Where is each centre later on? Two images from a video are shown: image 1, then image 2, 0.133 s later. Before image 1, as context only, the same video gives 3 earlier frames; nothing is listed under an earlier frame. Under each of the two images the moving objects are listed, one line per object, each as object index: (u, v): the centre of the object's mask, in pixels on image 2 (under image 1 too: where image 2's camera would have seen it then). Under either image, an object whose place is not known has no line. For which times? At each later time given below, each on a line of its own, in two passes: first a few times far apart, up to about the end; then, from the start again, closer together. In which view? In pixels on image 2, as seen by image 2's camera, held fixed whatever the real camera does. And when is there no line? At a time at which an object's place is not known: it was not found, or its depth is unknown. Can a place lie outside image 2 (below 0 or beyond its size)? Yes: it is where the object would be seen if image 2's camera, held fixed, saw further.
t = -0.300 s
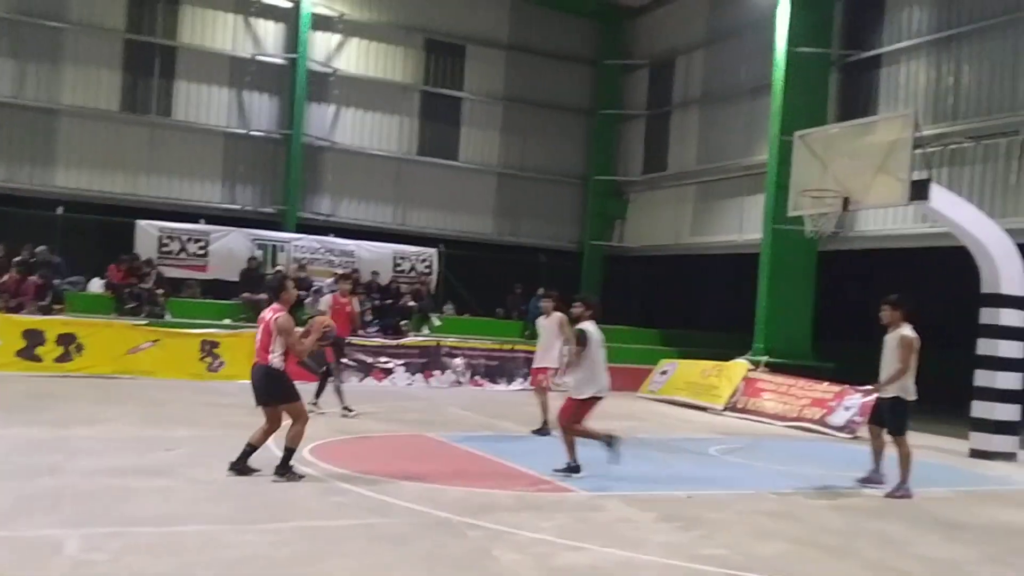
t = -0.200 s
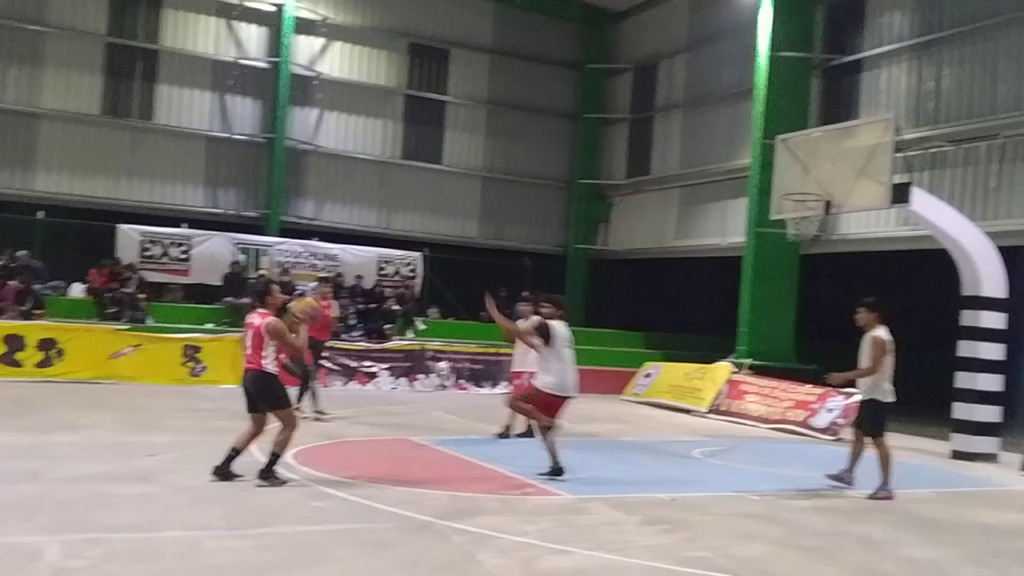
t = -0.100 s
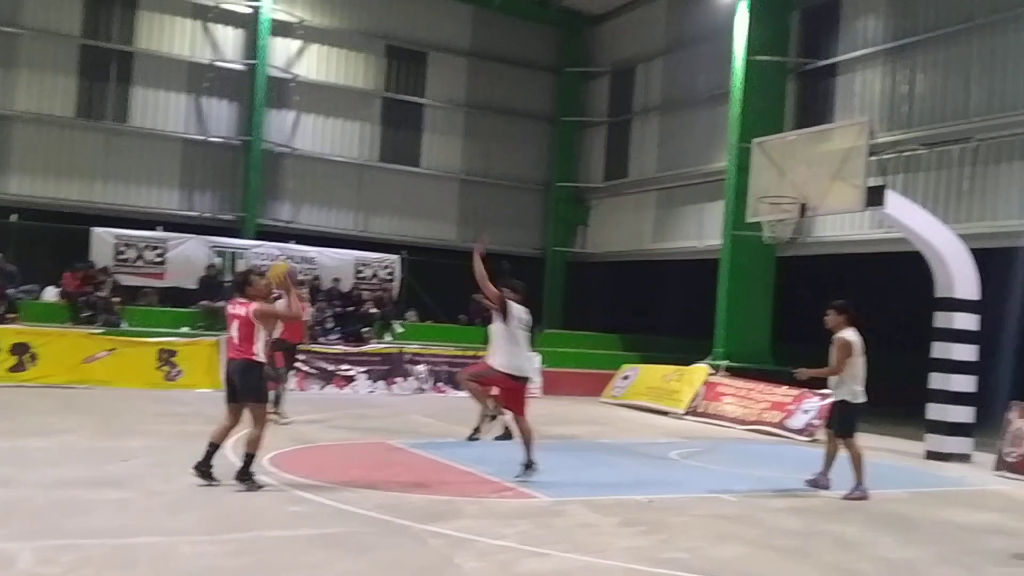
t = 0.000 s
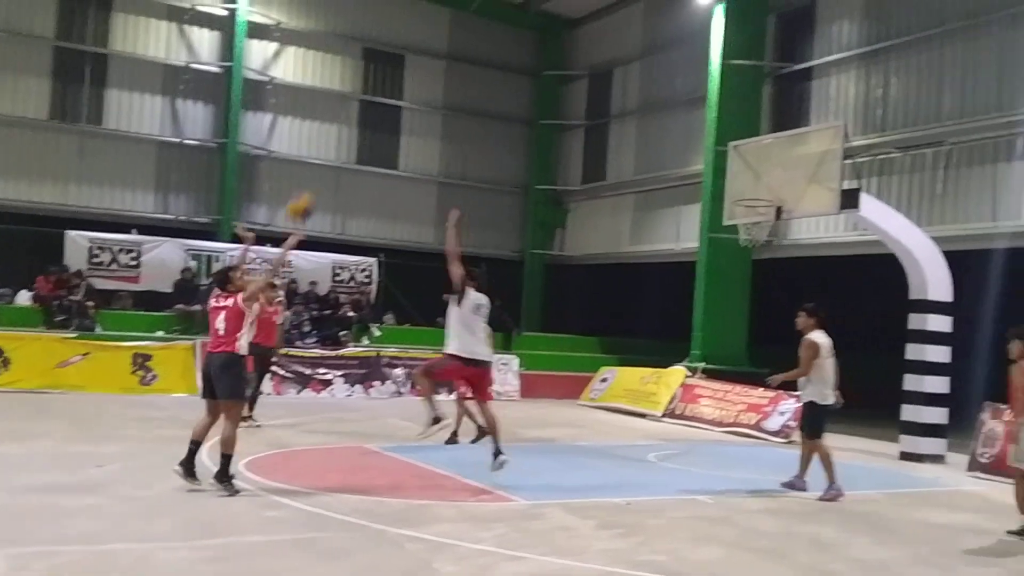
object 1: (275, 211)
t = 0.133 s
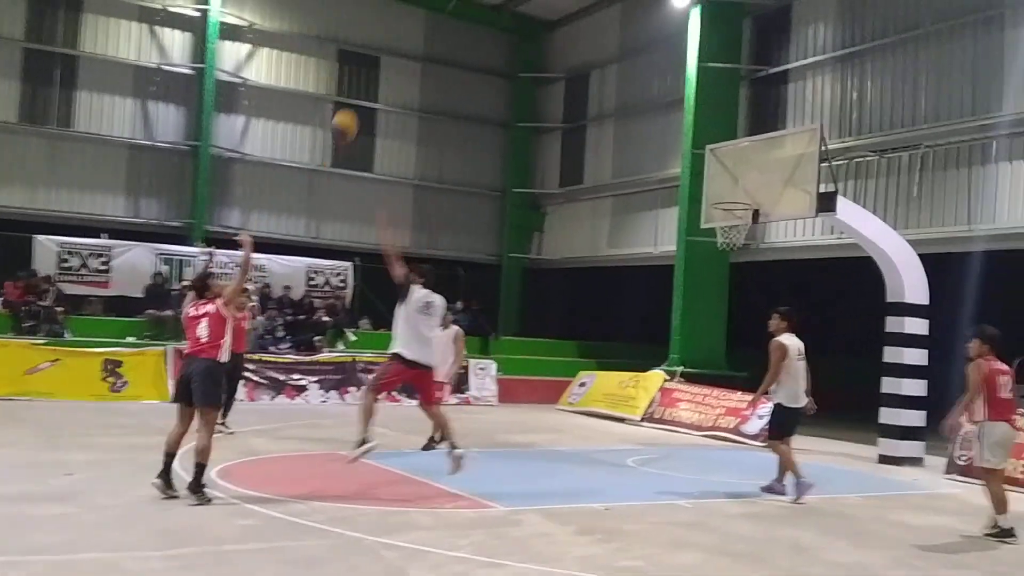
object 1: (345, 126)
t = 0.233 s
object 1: (391, 80)
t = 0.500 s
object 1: (503, 14)
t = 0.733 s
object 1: (584, 20)
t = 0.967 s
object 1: (651, 71)
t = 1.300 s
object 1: (731, 214)
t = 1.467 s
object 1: (756, 266)
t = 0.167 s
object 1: (361, 110)
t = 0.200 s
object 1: (376, 92)
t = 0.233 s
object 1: (391, 80)
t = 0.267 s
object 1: (407, 67)
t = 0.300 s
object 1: (423, 55)
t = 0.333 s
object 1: (437, 45)
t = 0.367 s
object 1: (451, 35)
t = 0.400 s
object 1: (464, 28)
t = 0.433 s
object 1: (478, 22)
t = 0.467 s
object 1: (490, 18)
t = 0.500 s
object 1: (503, 14)
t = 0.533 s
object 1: (515, 11)
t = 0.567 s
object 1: (526, 10)
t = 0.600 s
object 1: (540, 10)
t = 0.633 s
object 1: (551, 9)
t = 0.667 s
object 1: (562, 11)
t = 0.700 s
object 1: (574, 14)
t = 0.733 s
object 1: (584, 20)
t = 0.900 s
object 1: (632, 51)
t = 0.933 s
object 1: (641, 60)
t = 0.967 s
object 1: (651, 71)
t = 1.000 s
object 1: (660, 81)
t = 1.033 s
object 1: (669, 92)
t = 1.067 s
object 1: (677, 106)
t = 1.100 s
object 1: (687, 119)
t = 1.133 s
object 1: (695, 133)
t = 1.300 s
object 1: (731, 214)
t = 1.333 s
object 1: (734, 225)
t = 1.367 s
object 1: (742, 238)
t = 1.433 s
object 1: (751, 256)
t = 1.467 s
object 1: (756, 266)
